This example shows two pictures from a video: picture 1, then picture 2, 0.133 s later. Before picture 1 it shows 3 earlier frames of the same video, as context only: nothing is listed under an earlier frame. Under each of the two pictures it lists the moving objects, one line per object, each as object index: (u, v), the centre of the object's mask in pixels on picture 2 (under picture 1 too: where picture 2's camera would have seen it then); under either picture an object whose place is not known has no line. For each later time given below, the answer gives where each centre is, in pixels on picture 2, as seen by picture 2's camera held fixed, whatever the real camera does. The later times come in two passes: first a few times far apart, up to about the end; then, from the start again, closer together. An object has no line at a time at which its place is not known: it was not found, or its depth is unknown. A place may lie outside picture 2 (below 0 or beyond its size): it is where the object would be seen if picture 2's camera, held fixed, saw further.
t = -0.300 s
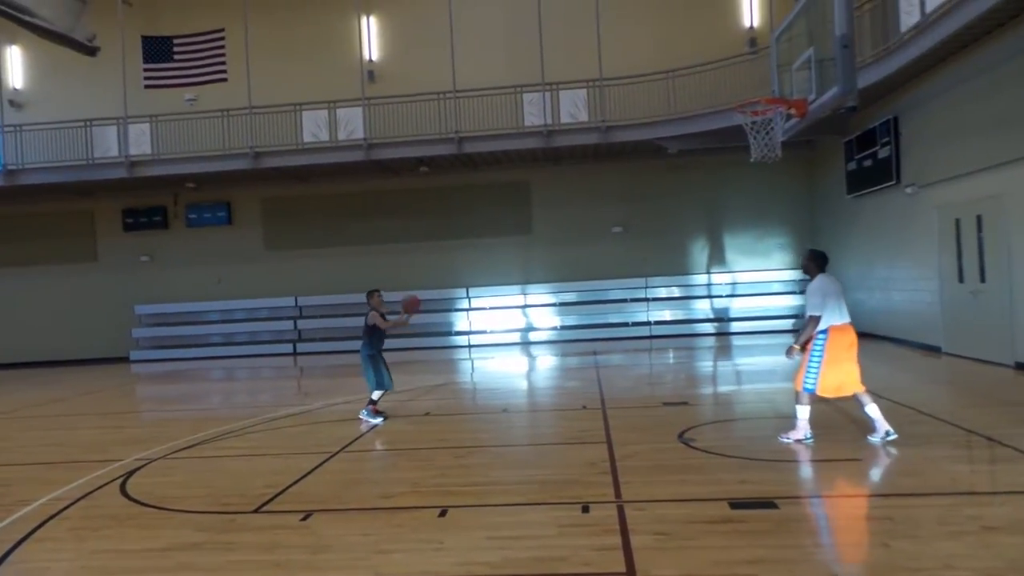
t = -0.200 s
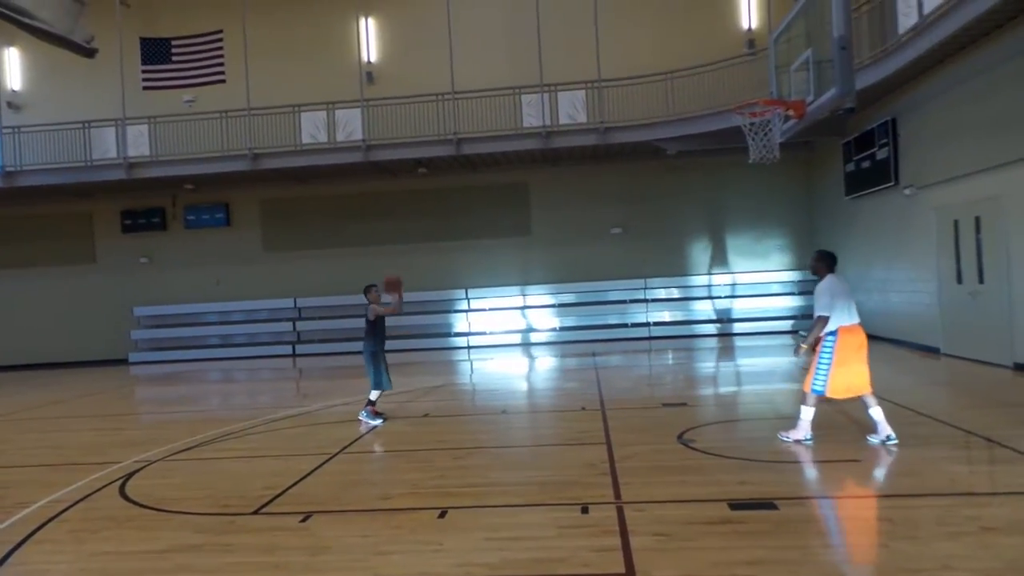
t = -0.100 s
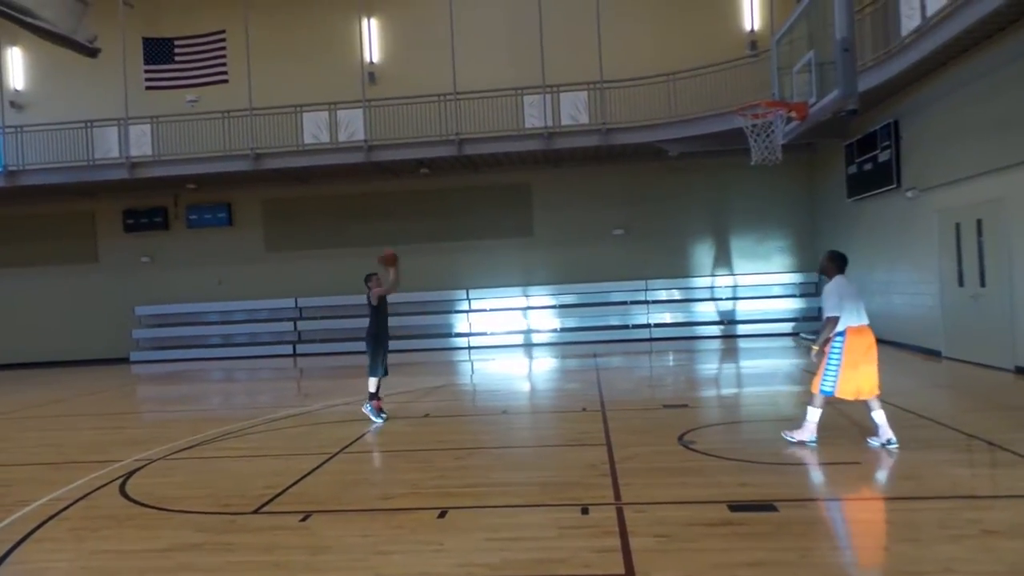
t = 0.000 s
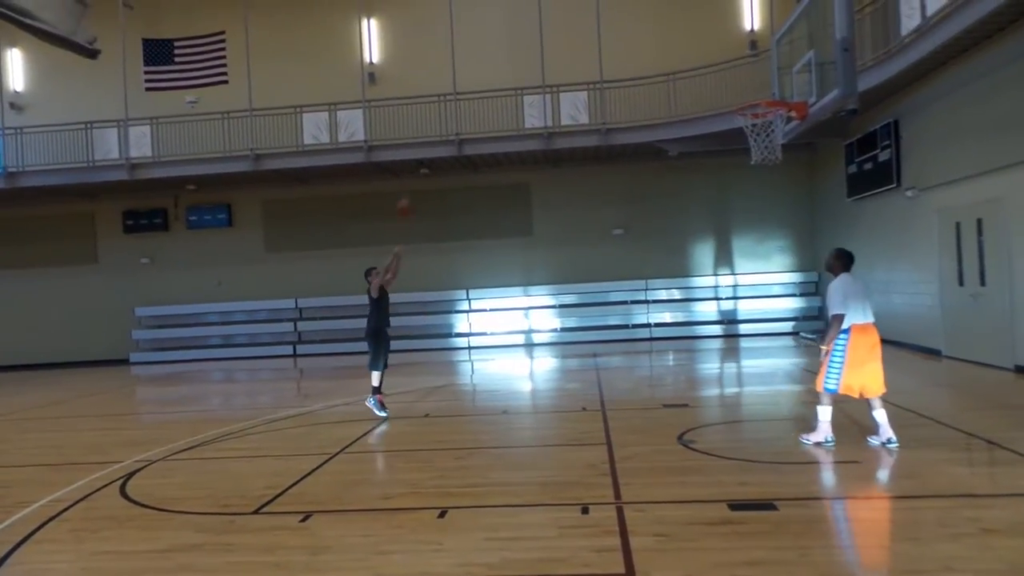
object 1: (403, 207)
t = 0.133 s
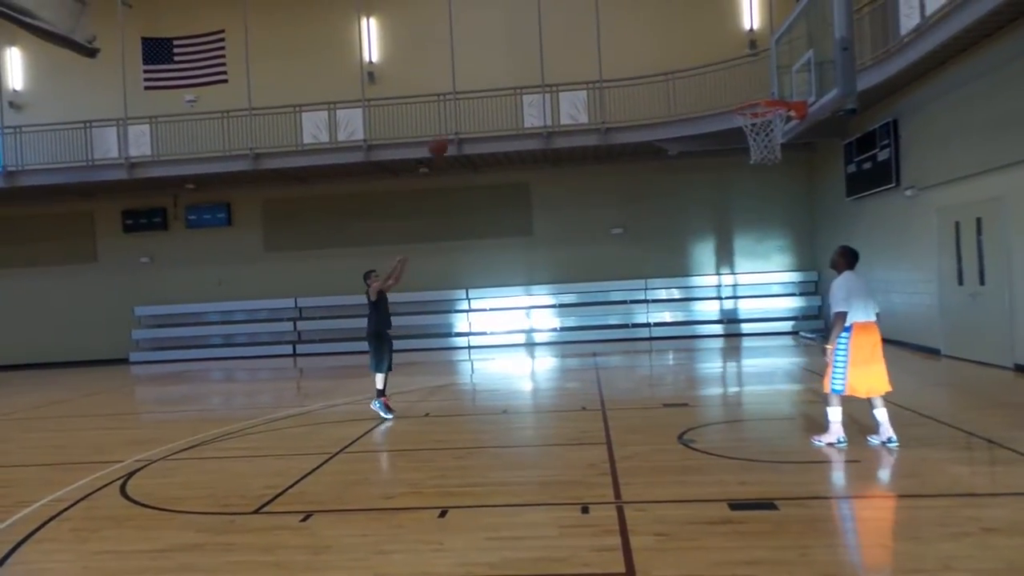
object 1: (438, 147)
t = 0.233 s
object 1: (463, 109)
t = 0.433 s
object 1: (518, 54)
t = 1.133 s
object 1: (710, 97)
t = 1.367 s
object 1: (660, 102)
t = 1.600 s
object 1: (615, 155)
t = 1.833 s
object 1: (581, 254)
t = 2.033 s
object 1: (557, 368)
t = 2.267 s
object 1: (535, 337)
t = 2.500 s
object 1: (519, 279)
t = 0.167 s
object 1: (446, 134)
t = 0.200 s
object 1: (454, 121)
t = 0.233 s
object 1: (463, 109)
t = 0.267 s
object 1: (471, 98)
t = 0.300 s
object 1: (480, 87)
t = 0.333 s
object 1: (489, 77)
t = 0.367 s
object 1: (498, 69)
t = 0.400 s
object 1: (508, 61)
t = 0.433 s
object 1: (518, 54)
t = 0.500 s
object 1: (537, 42)
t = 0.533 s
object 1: (547, 38)
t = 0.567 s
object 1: (557, 34)
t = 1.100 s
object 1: (718, 101)
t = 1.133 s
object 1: (710, 97)
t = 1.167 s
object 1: (703, 94)
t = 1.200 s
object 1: (695, 93)
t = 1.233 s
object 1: (688, 93)
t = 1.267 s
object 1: (680, 94)
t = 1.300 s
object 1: (674, 95)
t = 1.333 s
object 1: (667, 98)
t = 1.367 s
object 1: (660, 102)
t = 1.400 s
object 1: (654, 107)
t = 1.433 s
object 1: (647, 113)
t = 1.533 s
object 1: (628, 137)
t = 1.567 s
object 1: (622, 145)
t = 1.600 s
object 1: (615, 155)
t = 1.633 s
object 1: (612, 166)
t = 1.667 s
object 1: (606, 179)
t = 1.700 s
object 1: (600, 193)
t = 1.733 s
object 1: (596, 207)
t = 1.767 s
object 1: (591, 223)
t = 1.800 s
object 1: (586, 238)
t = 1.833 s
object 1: (581, 254)
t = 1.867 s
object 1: (577, 270)
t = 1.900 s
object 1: (572, 289)
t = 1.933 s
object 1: (567, 307)
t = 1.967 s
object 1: (564, 326)
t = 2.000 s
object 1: (560, 347)
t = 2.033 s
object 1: (557, 368)
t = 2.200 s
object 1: (540, 362)
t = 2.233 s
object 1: (538, 349)
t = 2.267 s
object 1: (535, 337)
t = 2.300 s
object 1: (533, 325)
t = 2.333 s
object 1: (531, 315)
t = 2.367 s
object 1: (528, 307)
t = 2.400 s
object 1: (526, 298)
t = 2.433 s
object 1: (523, 291)
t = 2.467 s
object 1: (521, 284)
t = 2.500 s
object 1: (519, 279)
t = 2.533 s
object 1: (516, 275)
